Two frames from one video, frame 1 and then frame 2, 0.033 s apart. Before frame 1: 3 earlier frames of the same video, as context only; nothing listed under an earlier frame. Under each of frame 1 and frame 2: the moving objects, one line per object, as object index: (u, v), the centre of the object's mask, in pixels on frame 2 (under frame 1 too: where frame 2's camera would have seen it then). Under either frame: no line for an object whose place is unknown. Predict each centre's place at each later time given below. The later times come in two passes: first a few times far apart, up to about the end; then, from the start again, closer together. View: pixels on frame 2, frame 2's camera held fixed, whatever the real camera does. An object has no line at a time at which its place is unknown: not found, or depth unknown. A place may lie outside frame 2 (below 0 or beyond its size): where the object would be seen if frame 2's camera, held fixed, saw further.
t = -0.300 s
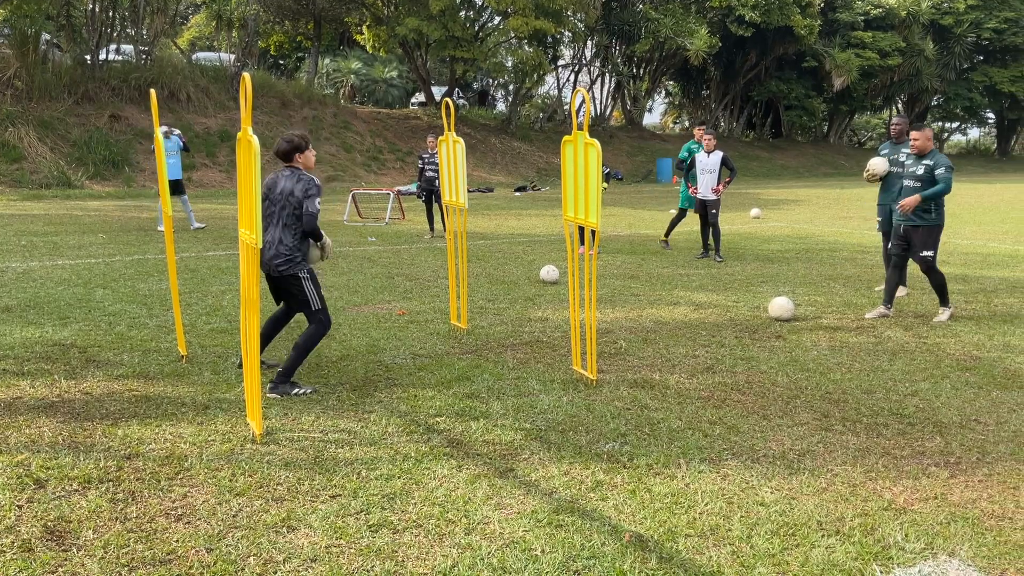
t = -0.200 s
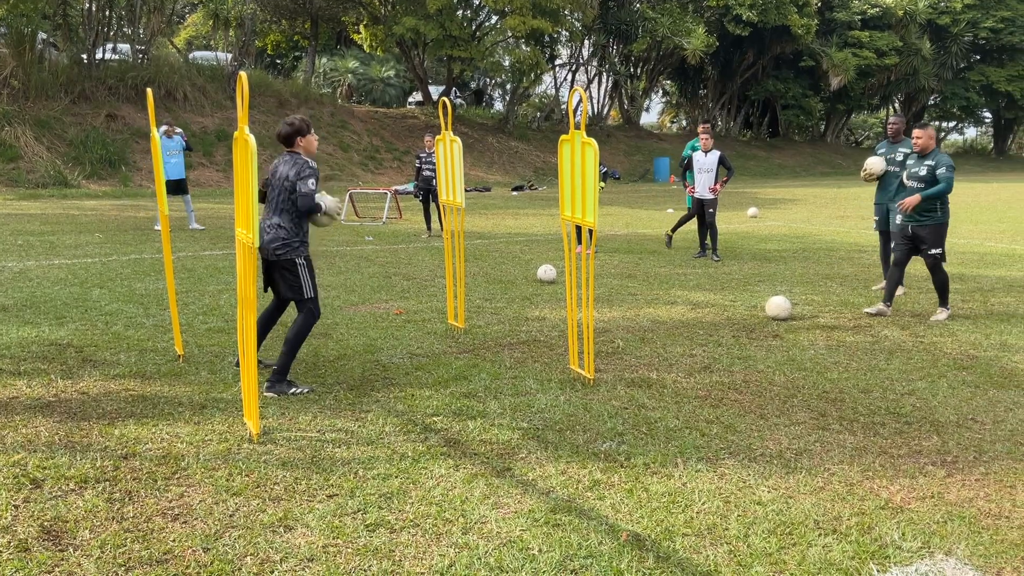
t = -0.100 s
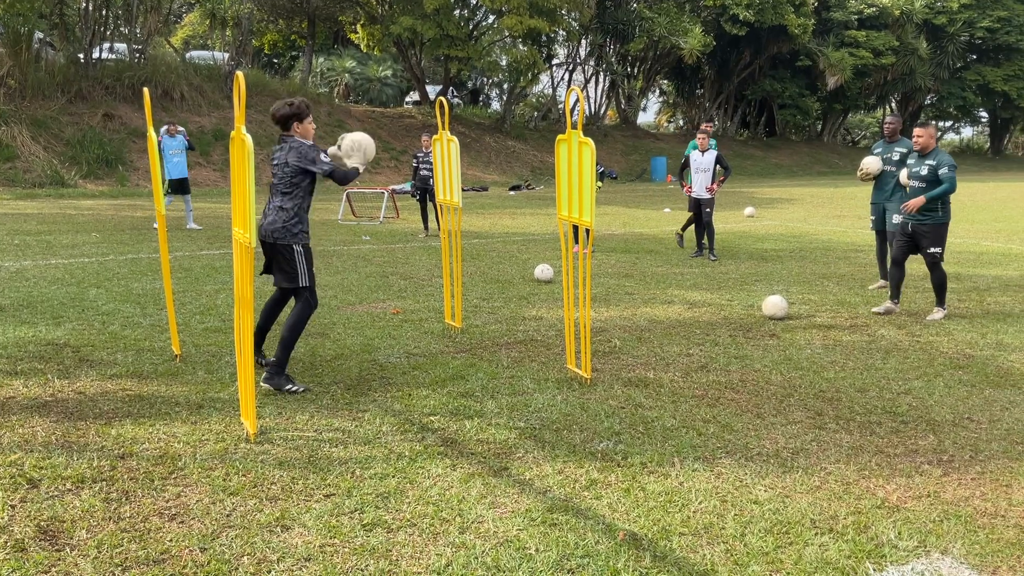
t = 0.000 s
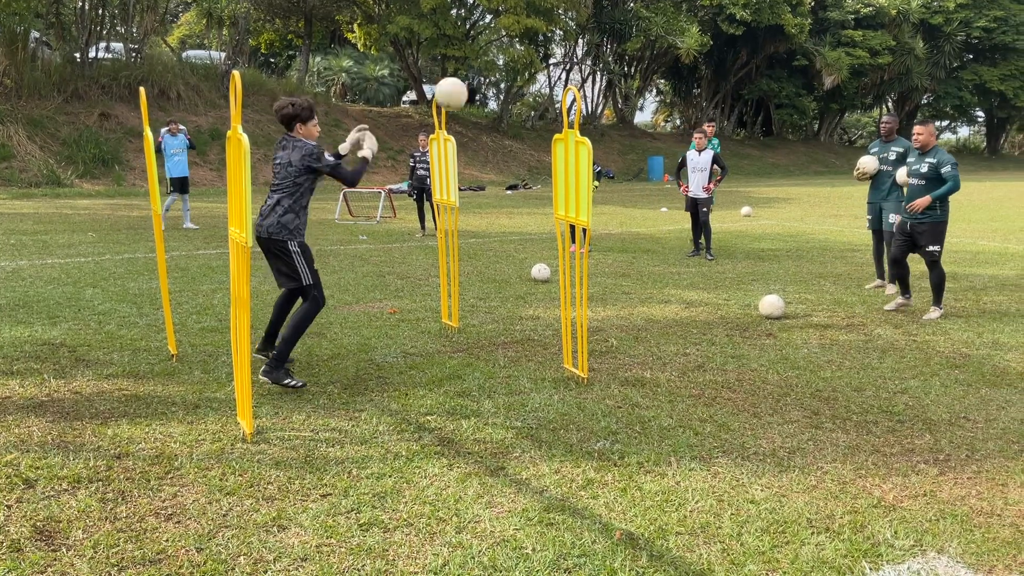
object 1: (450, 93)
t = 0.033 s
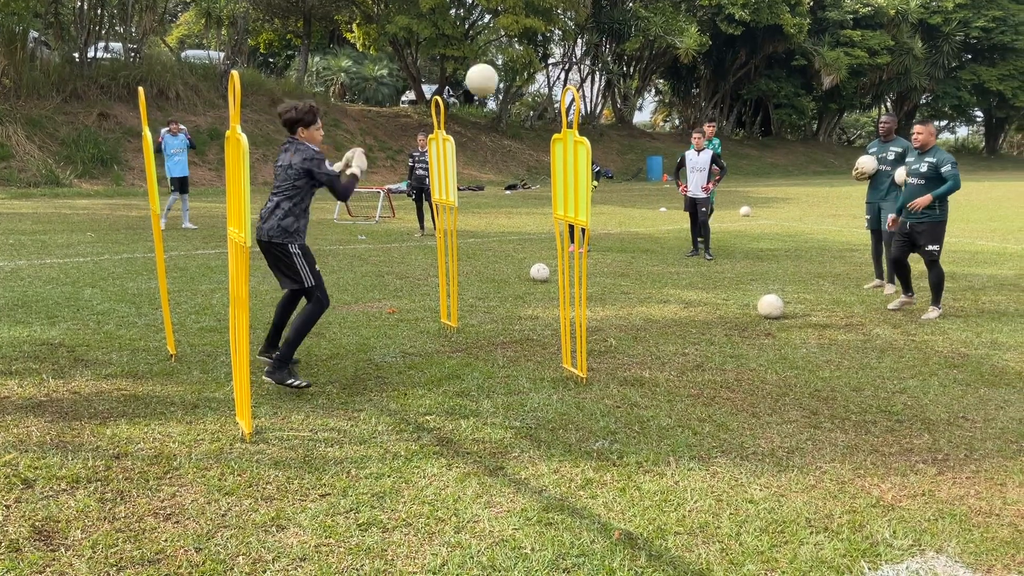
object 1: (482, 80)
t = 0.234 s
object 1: (654, 34)
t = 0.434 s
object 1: (795, 44)
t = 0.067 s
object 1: (513, 68)
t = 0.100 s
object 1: (542, 57)
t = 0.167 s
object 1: (600, 42)
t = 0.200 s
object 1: (627, 37)
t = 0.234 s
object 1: (654, 34)
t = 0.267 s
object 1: (679, 31)
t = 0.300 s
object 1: (704, 31)
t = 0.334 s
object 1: (728, 32)
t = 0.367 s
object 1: (751, 35)
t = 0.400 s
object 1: (774, 39)
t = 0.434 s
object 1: (795, 44)
